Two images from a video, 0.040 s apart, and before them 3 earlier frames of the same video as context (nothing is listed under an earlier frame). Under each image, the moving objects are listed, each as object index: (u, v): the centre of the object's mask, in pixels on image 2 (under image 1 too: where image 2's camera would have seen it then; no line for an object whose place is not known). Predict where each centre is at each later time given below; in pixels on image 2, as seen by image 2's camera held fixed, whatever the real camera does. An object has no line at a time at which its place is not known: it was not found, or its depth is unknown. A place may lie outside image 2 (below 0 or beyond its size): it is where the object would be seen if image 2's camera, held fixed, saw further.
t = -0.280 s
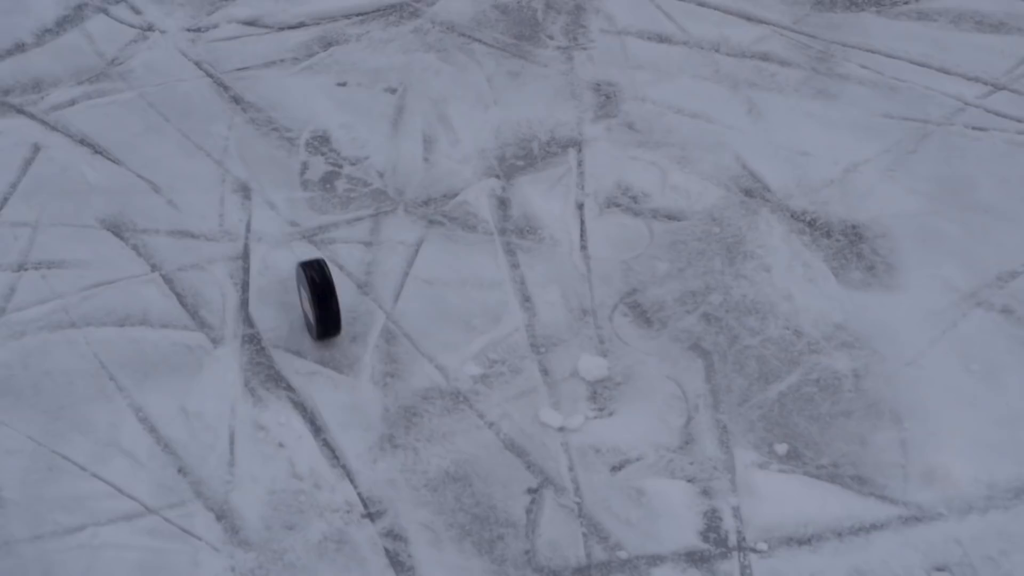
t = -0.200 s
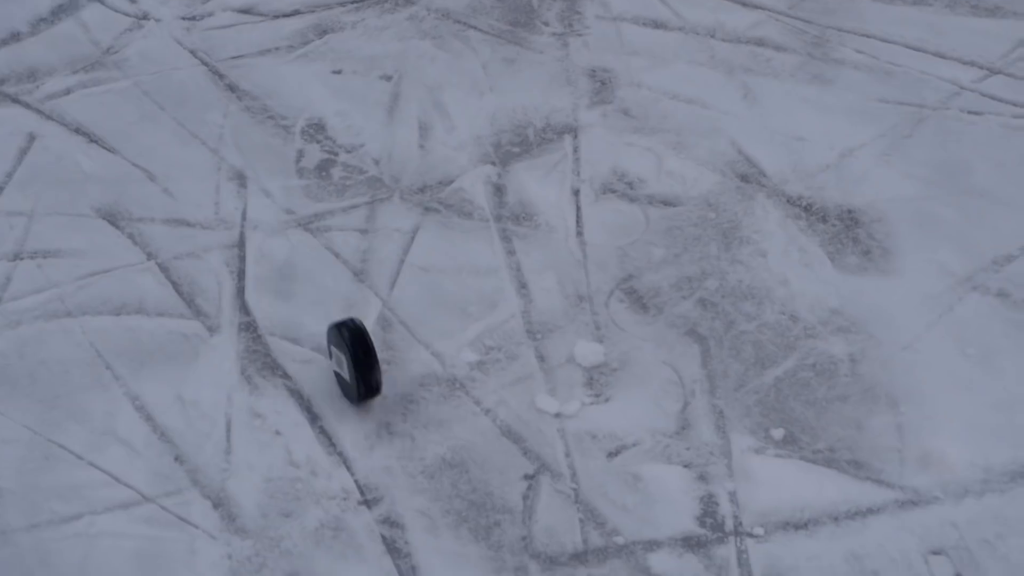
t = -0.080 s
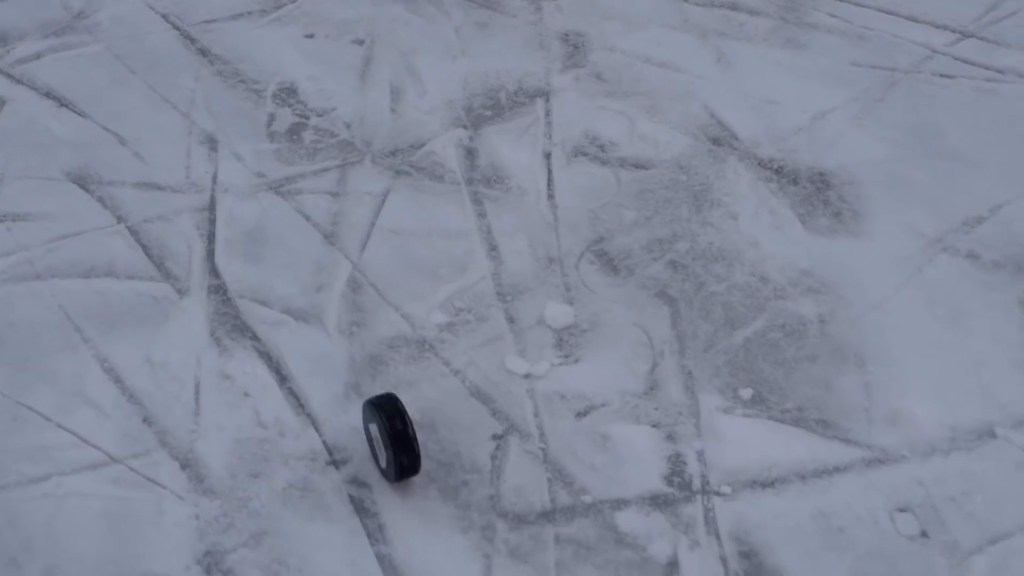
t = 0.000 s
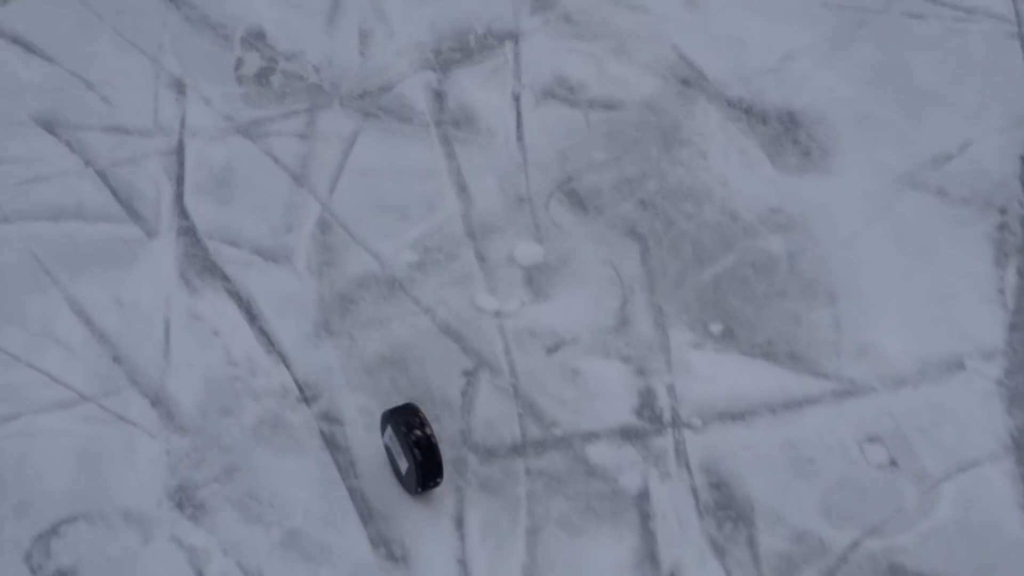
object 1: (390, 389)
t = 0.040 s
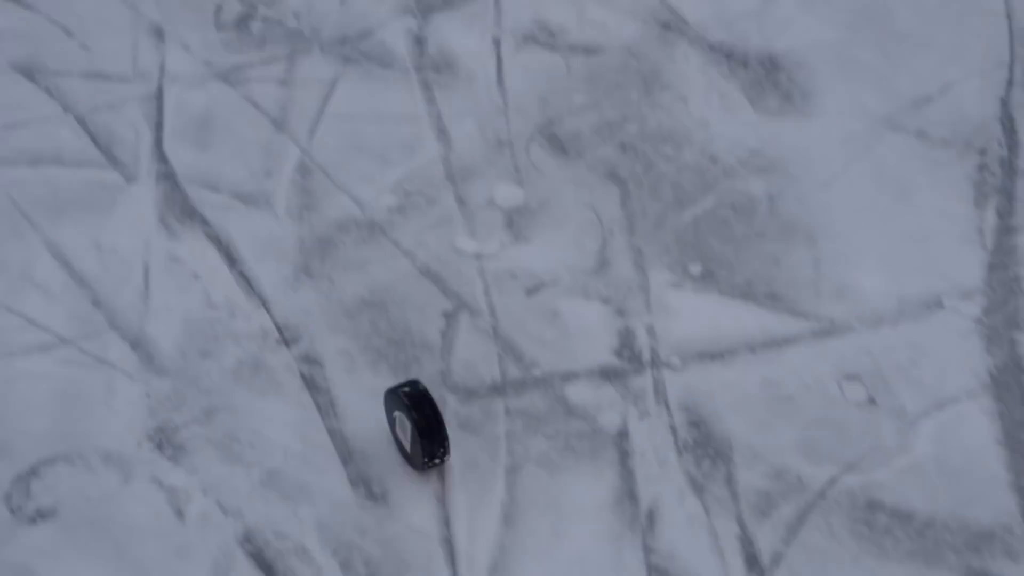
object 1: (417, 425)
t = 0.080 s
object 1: (444, 461)
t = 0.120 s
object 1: (470, 493)
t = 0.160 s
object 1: (496, 529)
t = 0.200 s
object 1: (521, 567)
